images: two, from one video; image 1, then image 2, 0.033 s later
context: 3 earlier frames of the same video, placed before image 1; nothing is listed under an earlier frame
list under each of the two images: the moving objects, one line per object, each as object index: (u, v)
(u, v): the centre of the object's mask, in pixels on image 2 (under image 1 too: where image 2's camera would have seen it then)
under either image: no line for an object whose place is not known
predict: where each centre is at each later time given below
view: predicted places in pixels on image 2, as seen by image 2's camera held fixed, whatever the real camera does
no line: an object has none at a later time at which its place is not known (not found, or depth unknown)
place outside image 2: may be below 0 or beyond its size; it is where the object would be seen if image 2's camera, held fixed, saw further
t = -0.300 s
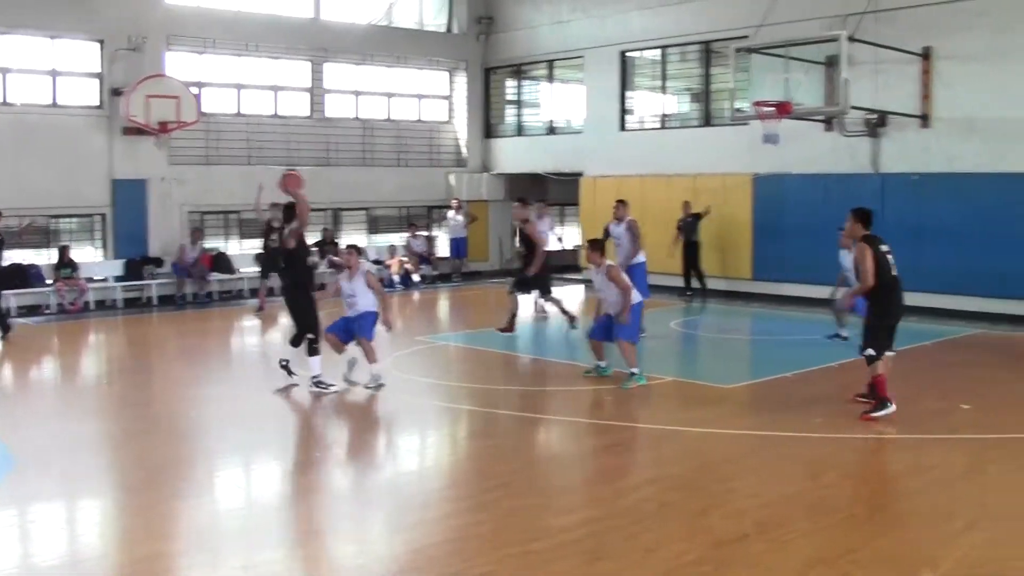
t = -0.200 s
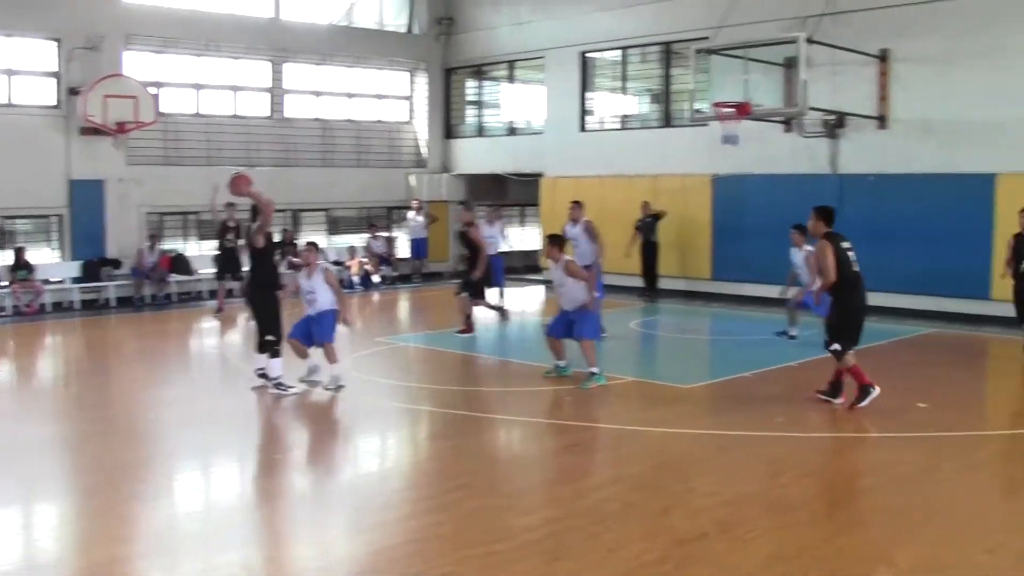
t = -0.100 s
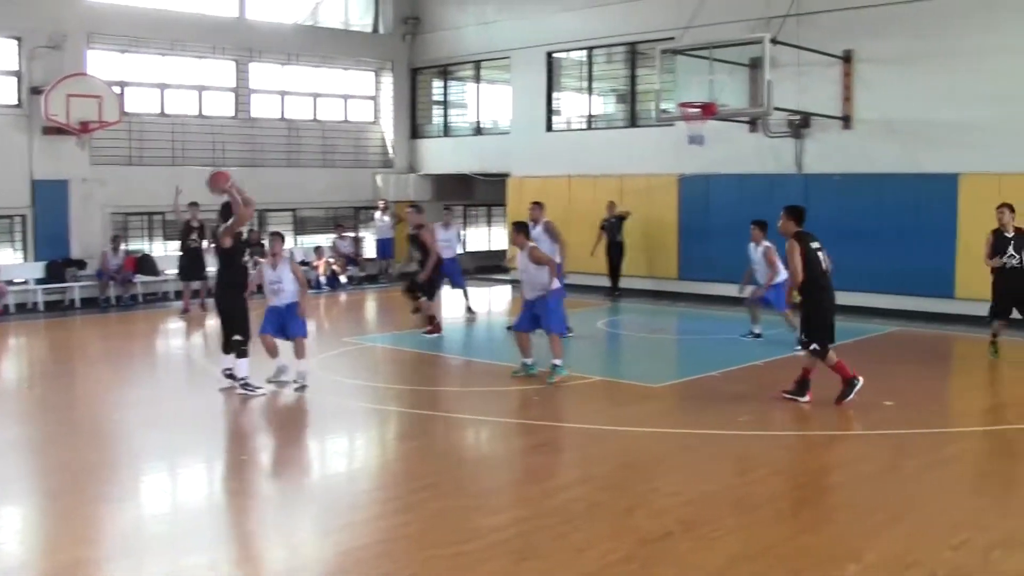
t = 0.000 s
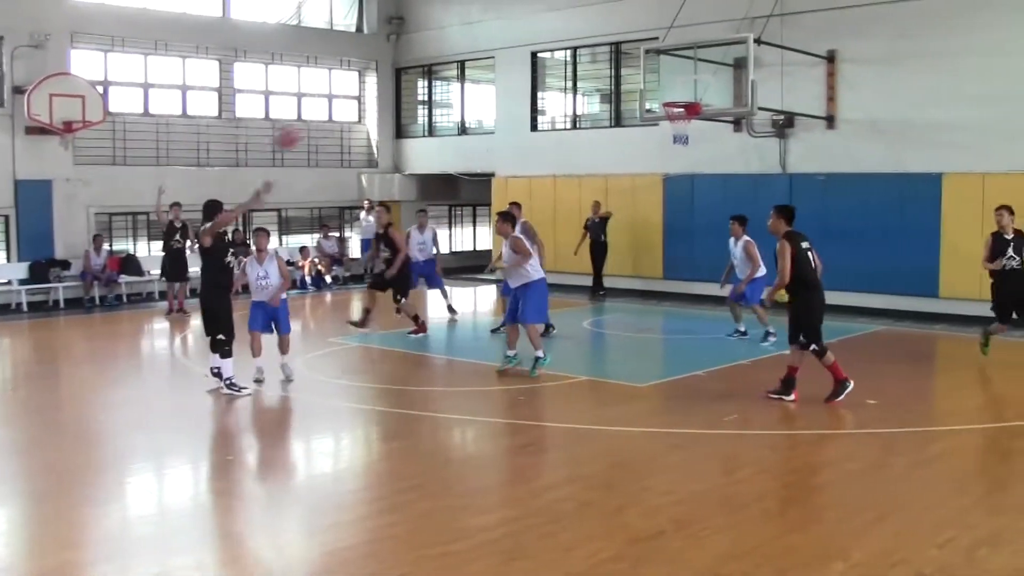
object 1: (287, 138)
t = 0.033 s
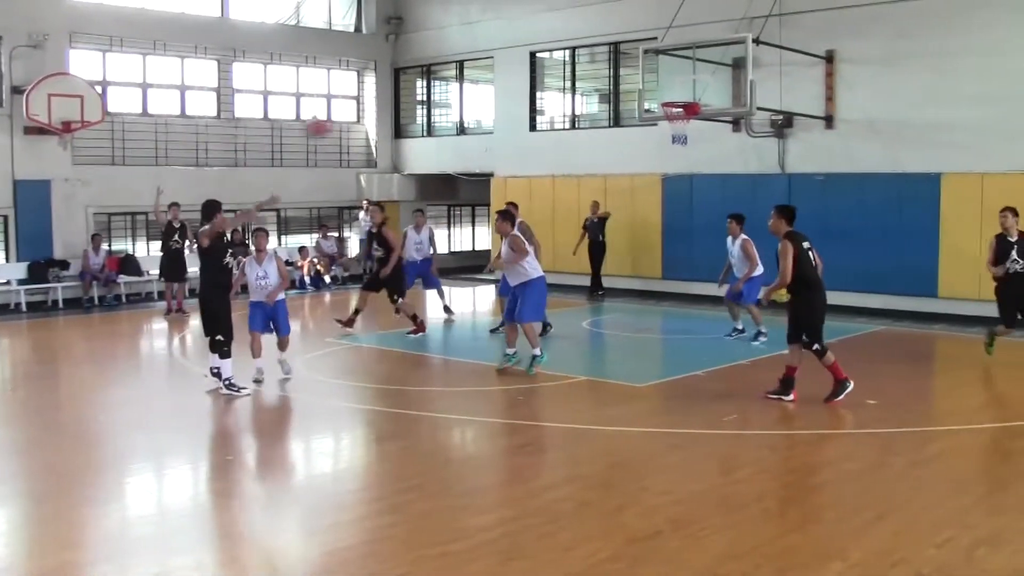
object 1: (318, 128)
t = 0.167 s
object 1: (447, 89)
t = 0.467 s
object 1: (748, 87)
